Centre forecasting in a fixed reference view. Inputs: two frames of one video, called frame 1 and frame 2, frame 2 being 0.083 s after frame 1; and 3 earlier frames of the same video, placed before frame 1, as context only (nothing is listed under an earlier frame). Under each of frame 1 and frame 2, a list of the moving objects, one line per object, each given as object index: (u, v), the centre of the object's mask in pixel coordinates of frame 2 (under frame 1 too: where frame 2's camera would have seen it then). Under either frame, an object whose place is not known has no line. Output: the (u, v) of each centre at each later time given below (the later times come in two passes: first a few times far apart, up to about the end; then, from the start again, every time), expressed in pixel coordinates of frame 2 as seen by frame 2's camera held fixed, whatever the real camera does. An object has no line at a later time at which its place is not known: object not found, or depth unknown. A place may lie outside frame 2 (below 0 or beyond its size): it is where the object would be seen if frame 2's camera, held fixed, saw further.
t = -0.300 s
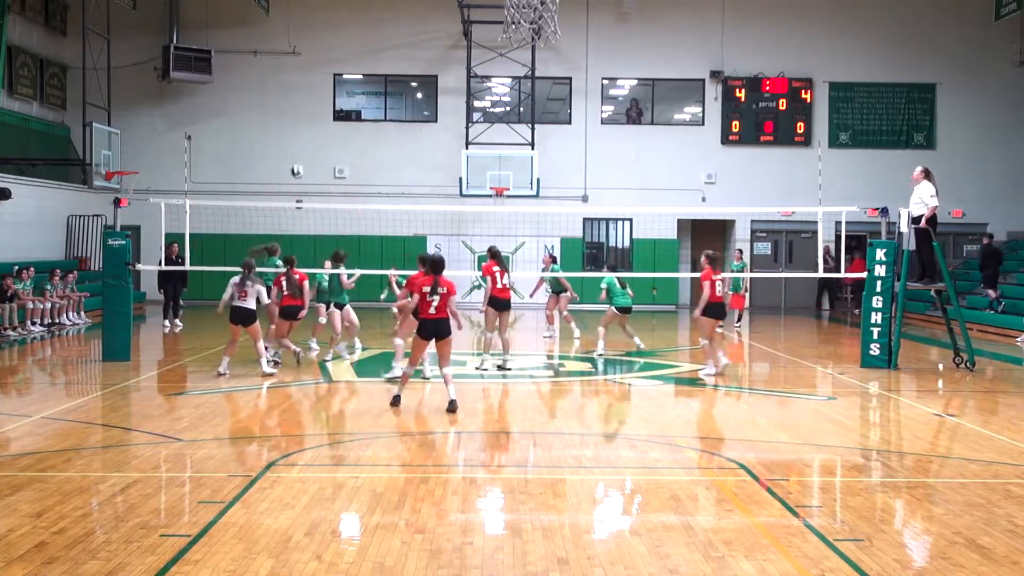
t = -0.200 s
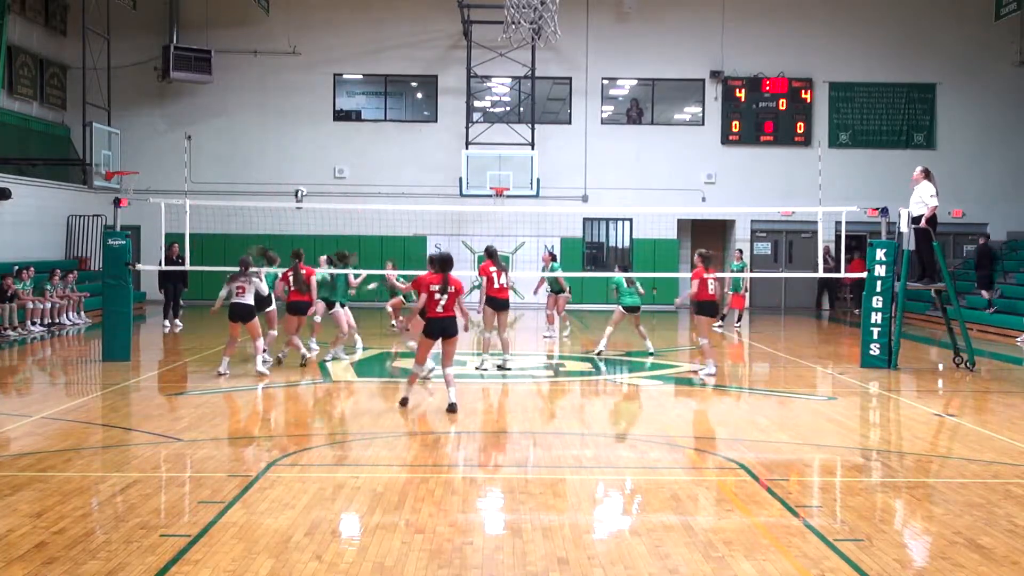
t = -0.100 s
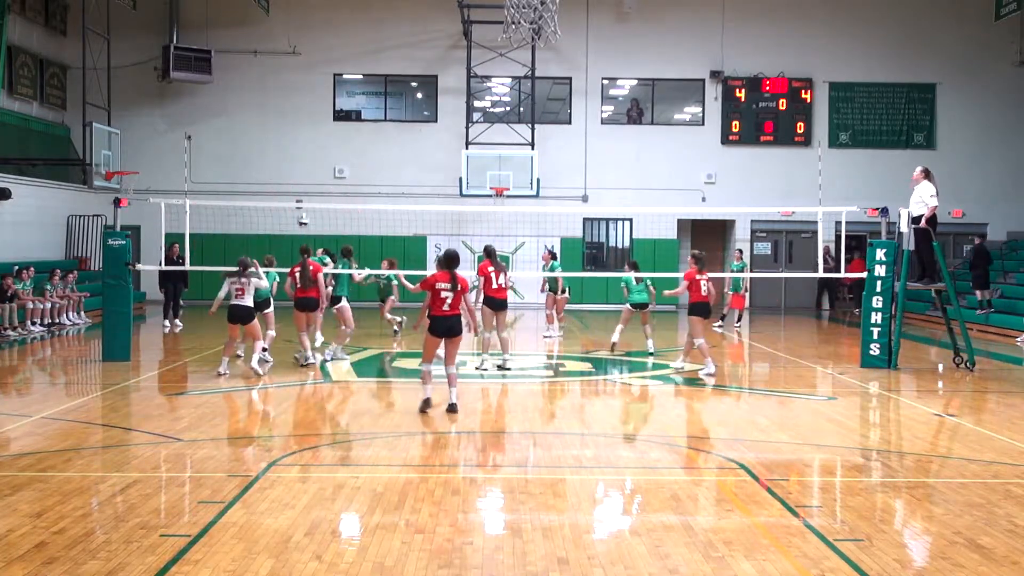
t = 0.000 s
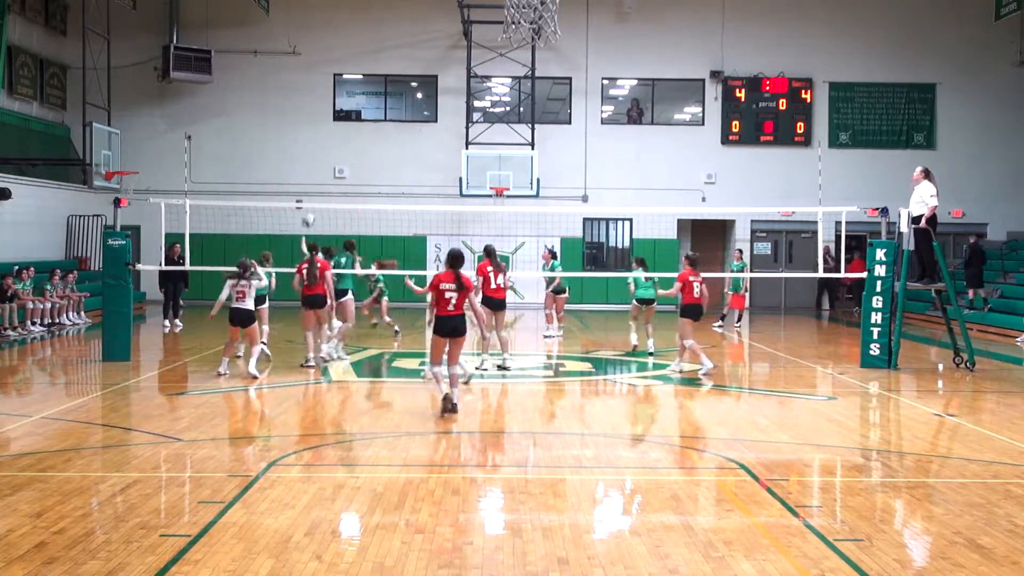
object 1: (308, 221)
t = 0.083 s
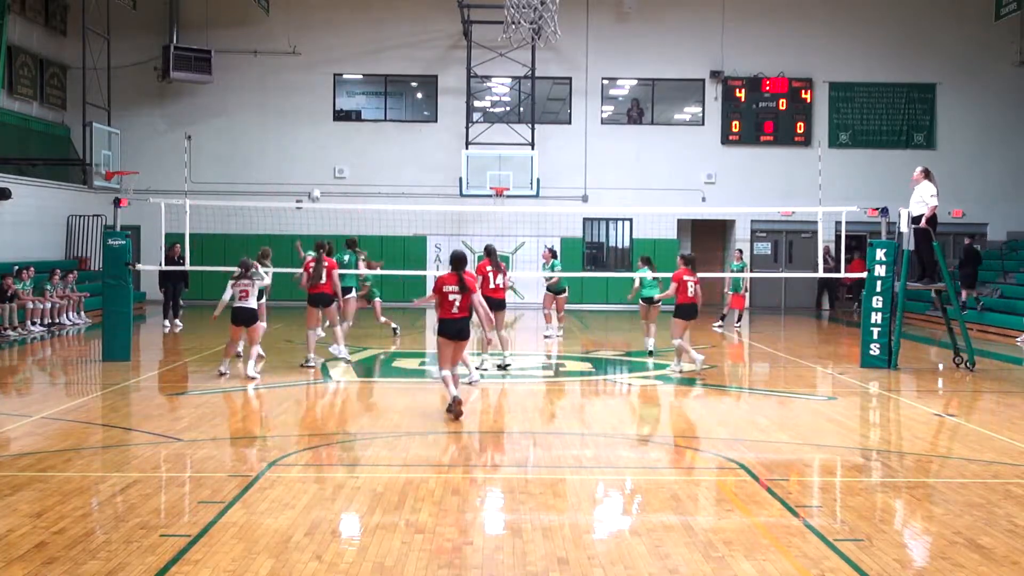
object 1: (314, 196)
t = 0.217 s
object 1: (324, 166)
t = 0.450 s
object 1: (341, 142)
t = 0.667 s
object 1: (354, 144)
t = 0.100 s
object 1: (316, 191)
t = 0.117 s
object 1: (317, 186)
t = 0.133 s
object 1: (318, 182)
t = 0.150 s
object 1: (319, 179)
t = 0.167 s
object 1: (320, 176)
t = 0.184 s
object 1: (322, 172)
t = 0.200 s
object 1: (323, 169)
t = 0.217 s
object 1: (324, 166)
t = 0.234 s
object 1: (325, 163)
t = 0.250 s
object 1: (326, 161)
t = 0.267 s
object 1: (328, 158)
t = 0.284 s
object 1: (329, 155)
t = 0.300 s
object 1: (330, 153)
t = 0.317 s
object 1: (331, 151)
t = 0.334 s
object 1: (332, 149)
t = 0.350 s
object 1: (334, 148)
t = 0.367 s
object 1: (334, 146)
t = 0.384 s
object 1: (336, 145)
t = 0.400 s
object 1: (337, 144)
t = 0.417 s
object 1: (338, 143)
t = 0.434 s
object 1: (338, 142)
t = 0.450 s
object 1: (341, 142)
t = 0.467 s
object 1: (342, 141)
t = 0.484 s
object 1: (343, 141)
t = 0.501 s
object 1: (344, 140)
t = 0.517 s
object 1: (344, 140)
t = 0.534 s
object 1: (345, 140)
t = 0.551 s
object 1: (347, 141)
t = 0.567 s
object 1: (348, 141)
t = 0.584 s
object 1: (349, 141)
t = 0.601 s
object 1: (349, 142)
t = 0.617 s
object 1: (351, 142)
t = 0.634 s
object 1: (352, 143)
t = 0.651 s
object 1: (353, 144)
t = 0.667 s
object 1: (354, 144)
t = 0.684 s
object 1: (355, 146)
